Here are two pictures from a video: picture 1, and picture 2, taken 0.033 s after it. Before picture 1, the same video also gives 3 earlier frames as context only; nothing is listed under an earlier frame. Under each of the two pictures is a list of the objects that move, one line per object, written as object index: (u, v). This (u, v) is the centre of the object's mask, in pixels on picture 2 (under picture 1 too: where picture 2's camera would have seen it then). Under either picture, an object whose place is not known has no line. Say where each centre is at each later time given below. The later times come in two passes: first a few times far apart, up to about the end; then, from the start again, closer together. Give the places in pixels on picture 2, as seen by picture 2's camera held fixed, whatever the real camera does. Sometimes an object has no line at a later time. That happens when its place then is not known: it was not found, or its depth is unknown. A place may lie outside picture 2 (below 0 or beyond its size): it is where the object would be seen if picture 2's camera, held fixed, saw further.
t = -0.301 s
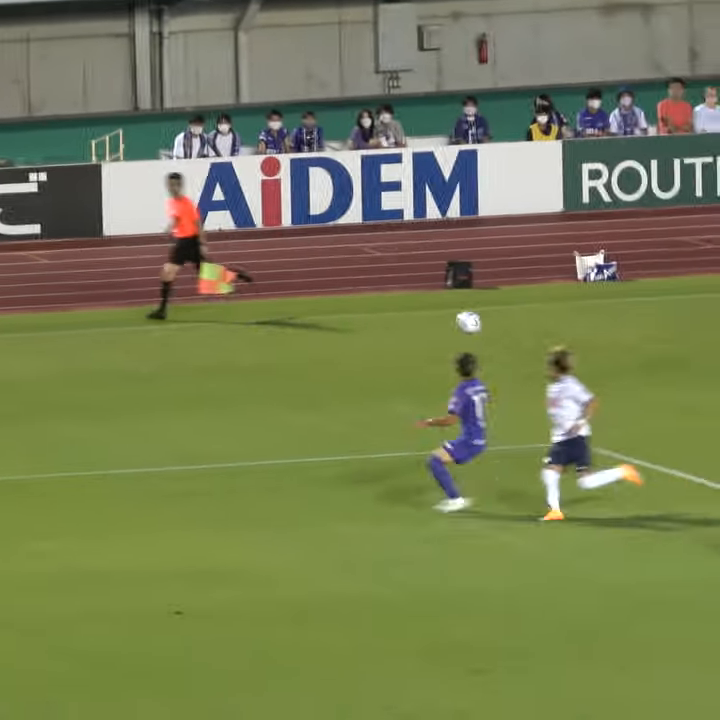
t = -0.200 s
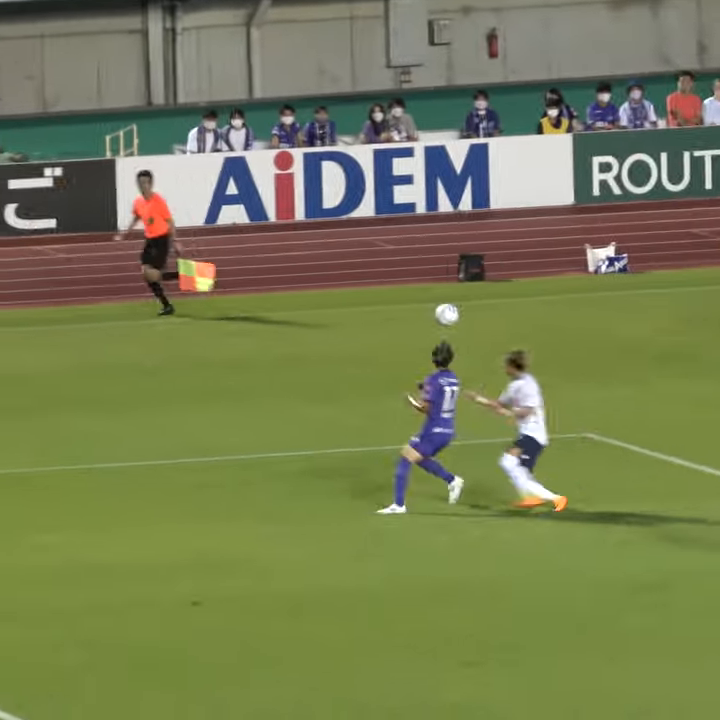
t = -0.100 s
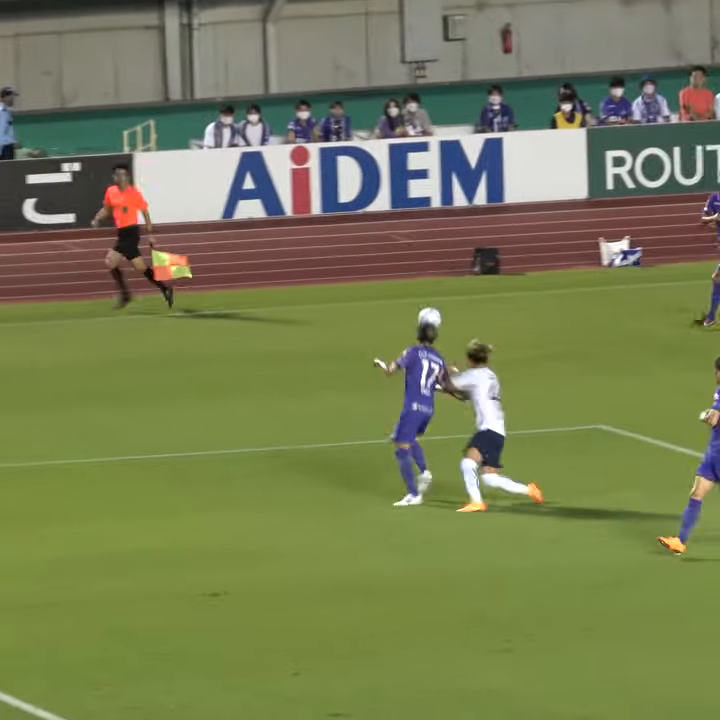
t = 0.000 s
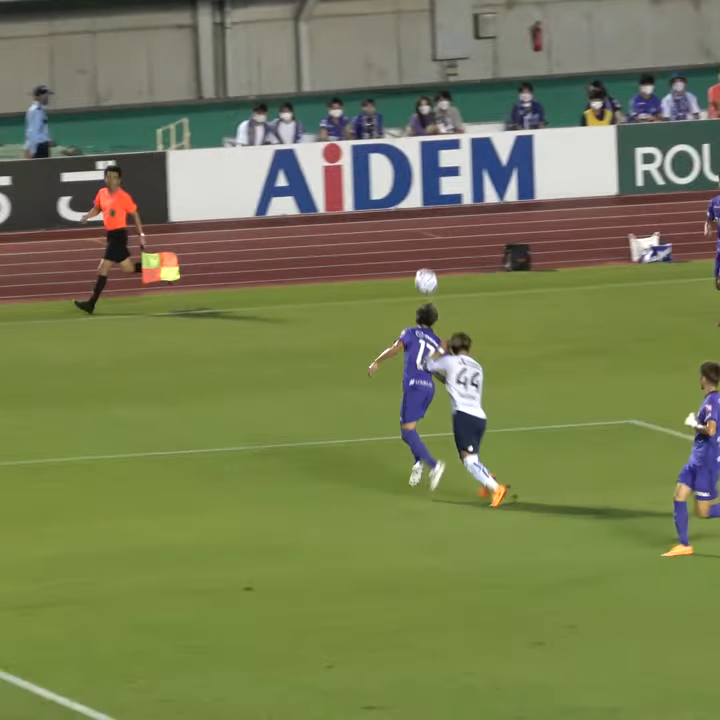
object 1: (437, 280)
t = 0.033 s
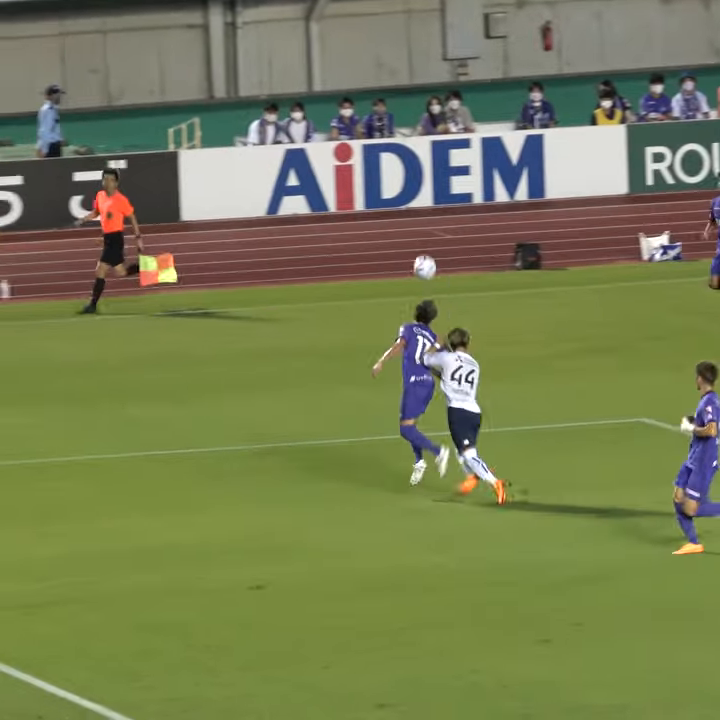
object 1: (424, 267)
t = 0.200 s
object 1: (366, 219)
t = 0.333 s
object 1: (320, 202)
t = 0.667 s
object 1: (214, 229)
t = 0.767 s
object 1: (183, 258)
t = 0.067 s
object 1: (413, 256)
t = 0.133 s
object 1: (389, 235)
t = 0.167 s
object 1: (377, 226)
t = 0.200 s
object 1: (366, 219)
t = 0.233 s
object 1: (355, 213)
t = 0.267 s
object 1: (344, 208)
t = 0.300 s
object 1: (332, 203)
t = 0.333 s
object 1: (320, 202)
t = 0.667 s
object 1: (214, 229)
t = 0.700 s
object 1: (203, 237)
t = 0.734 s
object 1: (193, 247)
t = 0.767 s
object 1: (183, 258)
